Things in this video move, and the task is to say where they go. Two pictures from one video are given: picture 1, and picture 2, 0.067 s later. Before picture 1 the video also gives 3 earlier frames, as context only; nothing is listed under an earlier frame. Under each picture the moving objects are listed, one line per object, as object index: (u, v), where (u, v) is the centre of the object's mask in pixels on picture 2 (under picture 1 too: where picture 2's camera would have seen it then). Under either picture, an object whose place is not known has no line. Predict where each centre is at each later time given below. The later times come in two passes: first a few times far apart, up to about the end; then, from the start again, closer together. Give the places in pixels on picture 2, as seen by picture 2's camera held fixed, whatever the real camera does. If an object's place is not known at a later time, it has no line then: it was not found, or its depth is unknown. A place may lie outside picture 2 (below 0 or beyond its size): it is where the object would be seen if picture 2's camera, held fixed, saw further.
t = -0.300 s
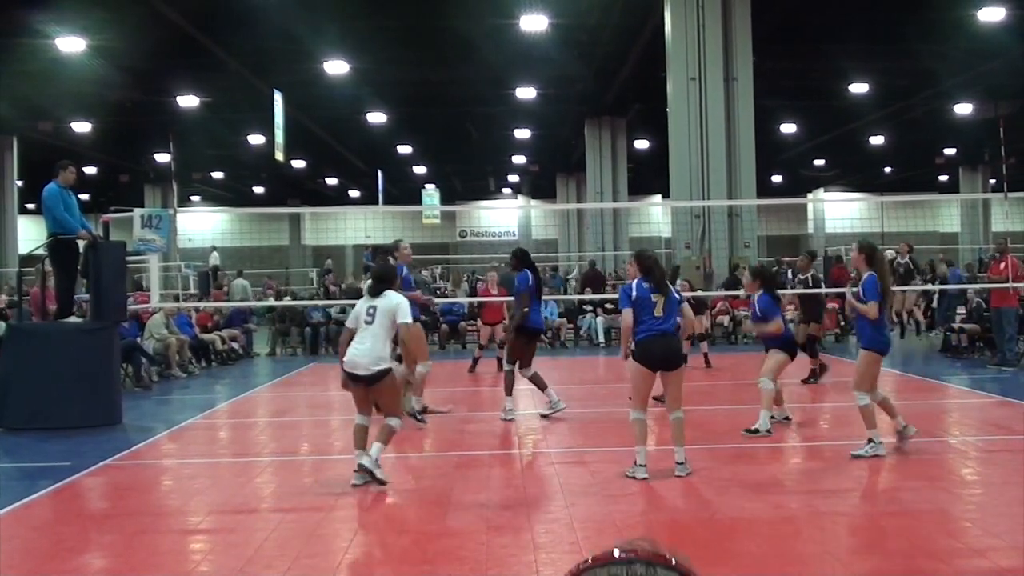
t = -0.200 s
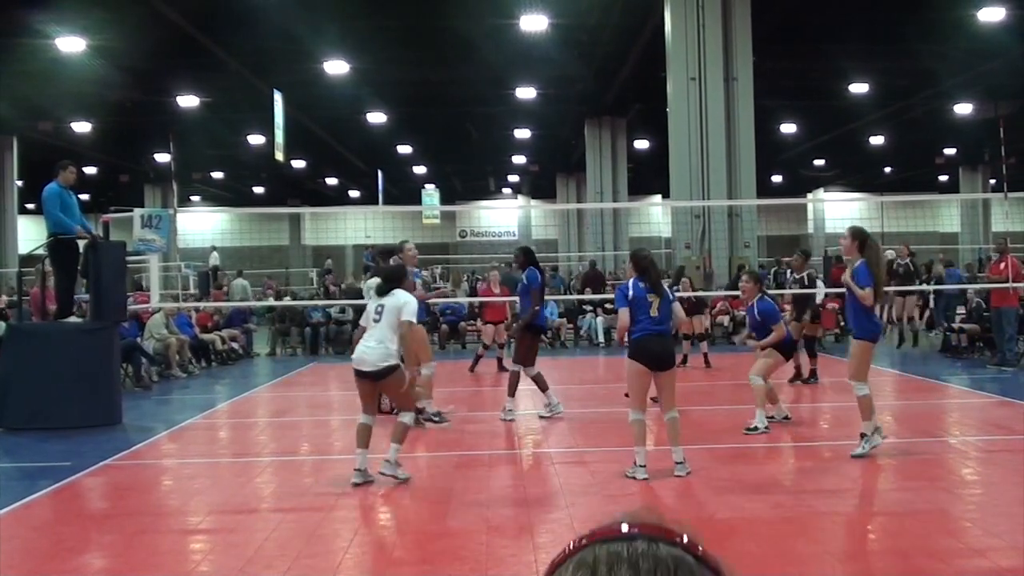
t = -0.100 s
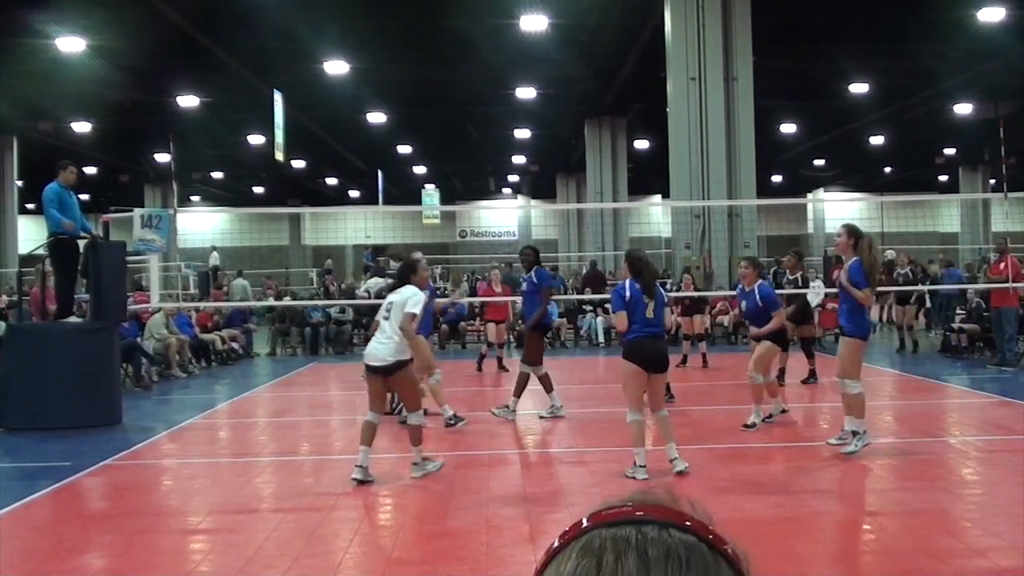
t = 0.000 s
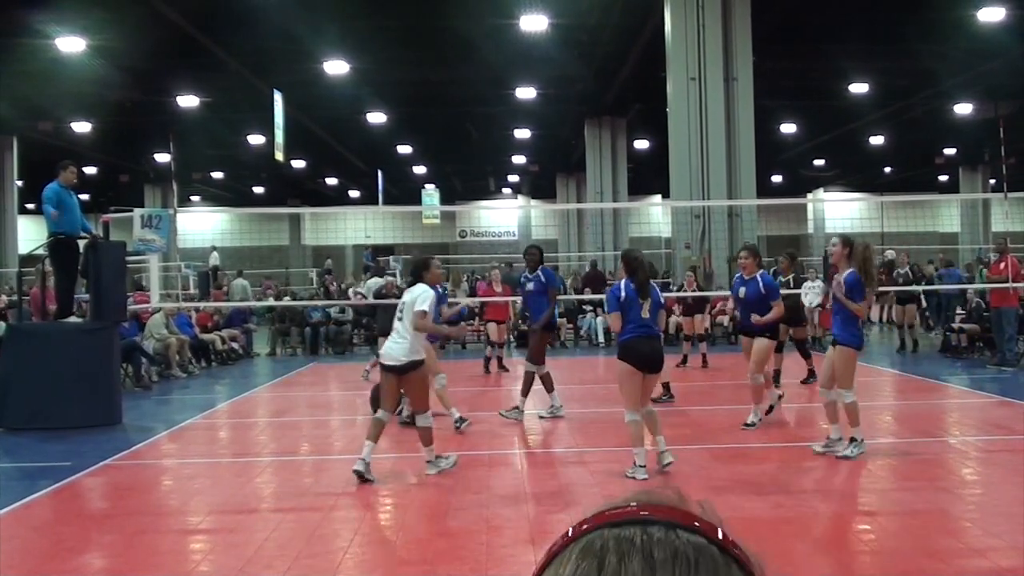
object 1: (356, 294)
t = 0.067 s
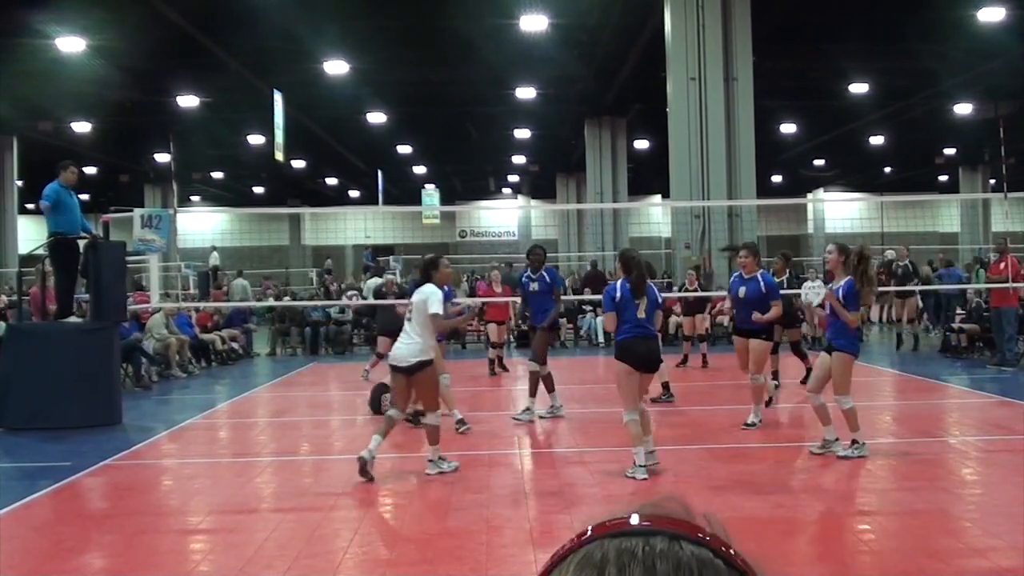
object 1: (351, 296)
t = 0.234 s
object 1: (341, 325)
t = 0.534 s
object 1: (324, 393)
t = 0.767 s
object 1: (308, 352)
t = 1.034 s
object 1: (293, 362)
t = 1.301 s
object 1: (277, 391)
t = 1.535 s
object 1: (264, 373)
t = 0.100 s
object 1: (350, 301)
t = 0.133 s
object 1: (347, 311)
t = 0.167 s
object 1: (345, 311)
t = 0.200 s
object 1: (342, 318)
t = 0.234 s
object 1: (341, 325)
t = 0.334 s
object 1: (336, 350)
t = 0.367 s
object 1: (333, 362)
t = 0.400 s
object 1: (331, 374)
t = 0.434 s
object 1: (330, 387)
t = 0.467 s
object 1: (329, 401)
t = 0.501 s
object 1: (327, 402)
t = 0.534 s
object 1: (324, 393)
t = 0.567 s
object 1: (322, 384)
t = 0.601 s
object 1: (319, 375)
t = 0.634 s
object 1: (316, 370)
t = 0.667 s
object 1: (315, 364)
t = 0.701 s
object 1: (312, 359)
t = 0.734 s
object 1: (310, 355)
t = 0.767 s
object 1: (308, 352)
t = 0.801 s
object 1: (307, 351)
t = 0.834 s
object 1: (305, 350)
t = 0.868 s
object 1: (302, 349)
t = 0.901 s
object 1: (300, 349)
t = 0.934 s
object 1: (298, 351)
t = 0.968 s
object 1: (296, 354)
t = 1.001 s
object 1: (294, 357)
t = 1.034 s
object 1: (293, 362)
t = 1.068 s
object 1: (291, 368)
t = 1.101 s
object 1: (288, 375)
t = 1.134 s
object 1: (287, 383)
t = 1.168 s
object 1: (285, 392)
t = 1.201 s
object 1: (283, 401)
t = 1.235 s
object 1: (282, 404)
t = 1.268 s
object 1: (279, 398)
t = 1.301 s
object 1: (277, 391)
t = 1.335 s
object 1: (276, 385)
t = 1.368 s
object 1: (274, 381)
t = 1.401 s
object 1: (272, 377)
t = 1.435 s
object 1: (270, 374)
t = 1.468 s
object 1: (268, 373)
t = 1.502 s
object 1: (267, 373)
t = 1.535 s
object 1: (264, 373)
